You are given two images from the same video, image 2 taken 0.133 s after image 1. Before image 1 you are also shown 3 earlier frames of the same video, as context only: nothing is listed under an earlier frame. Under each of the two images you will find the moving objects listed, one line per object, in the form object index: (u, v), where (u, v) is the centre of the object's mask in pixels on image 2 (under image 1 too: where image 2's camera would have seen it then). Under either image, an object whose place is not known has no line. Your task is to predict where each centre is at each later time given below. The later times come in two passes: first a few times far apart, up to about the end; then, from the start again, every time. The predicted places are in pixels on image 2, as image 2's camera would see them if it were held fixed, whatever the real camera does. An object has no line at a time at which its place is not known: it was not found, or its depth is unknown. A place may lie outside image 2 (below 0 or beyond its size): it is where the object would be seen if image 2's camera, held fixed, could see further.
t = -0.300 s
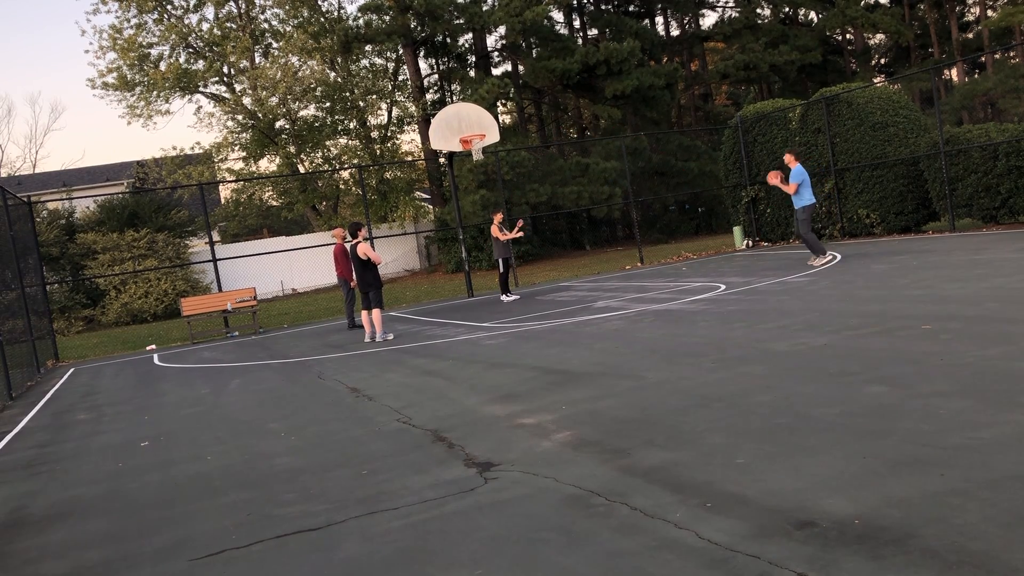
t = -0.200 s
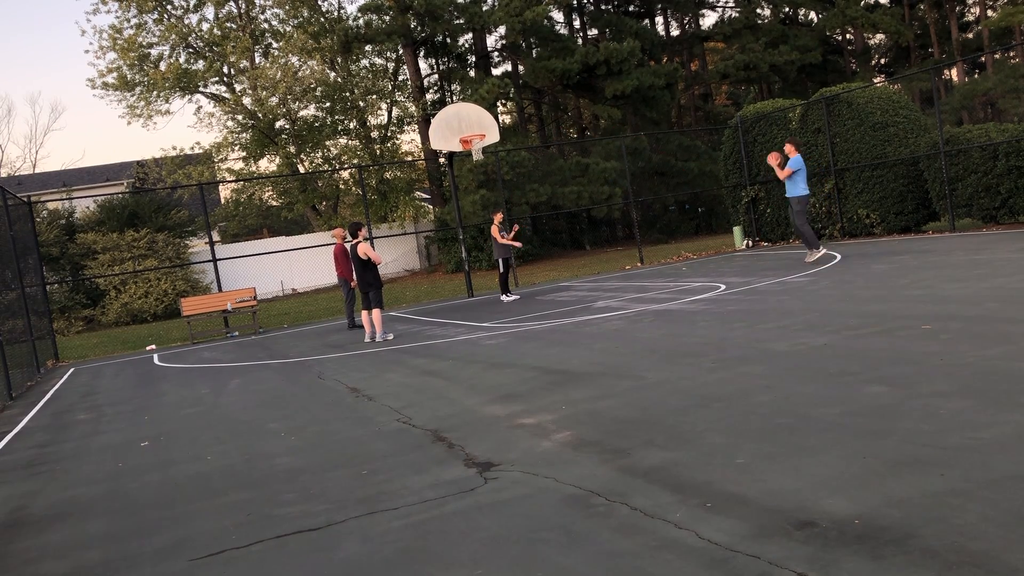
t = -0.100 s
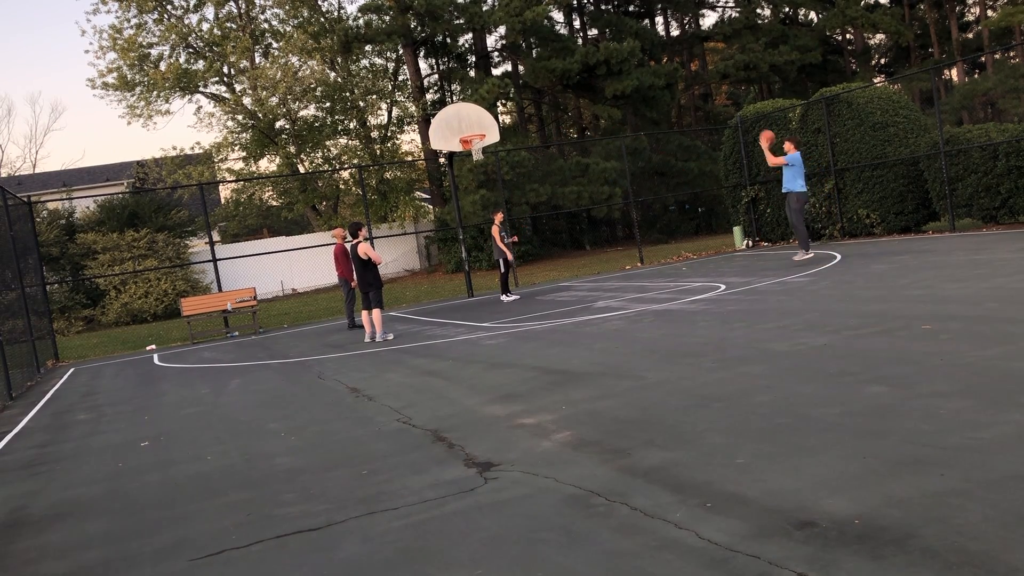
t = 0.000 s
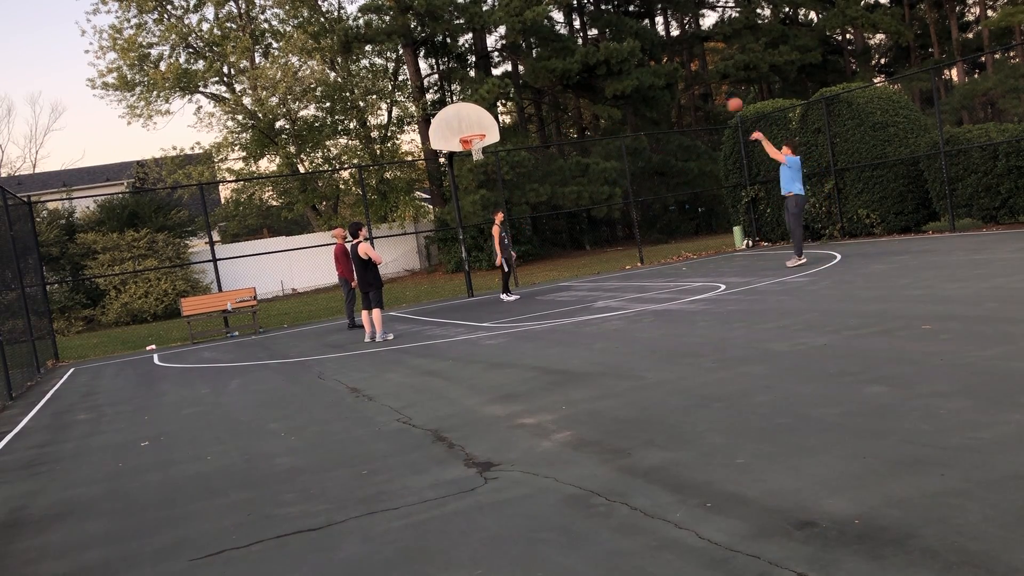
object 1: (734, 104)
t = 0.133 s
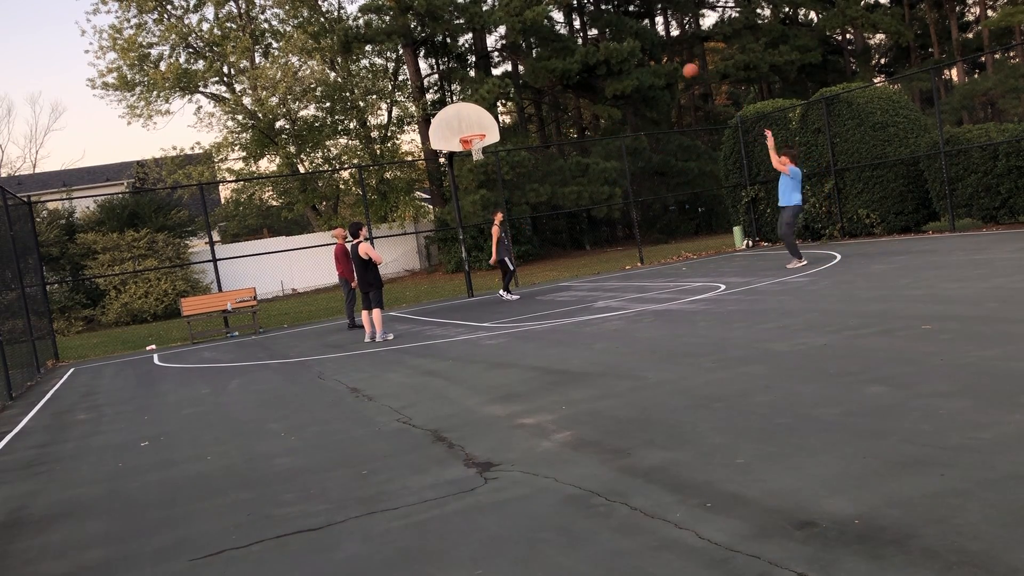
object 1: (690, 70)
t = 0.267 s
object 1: (649, 47)
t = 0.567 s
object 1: (570, 33)
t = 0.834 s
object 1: (514, 62)
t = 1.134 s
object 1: (461, 133)
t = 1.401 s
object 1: (462, 80)
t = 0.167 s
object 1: (679, 63)
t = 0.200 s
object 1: (669, 57)
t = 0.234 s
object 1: (659, 52)
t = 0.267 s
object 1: (649, 47)
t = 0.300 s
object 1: (639, 43)
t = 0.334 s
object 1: (630, 40)
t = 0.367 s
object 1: (621, 36)
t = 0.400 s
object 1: (612, 34)
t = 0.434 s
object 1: (604, 33)
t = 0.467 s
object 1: (595, 32)
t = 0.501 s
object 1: (587, 32)
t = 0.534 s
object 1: (578, 33)
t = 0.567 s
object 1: (570, 33)
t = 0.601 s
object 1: (563, 35)
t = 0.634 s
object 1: (555, 37)
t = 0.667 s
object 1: (547, 40)
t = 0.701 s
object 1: (540, 43)
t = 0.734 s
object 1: (533, 47)
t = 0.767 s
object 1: (526, 52)
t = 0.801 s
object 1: (520, 57)
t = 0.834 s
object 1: (514, 62)
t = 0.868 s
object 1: (507, 68)
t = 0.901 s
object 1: (501, 74)
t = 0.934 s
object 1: (494, 82)
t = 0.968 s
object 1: (488, 89)
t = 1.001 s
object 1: (483, 97)
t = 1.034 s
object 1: (477, 106)
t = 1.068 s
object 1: (472, 116)
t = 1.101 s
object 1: (466, 125)
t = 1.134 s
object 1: (461, 133)
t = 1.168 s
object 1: (461, 125)
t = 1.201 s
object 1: (461, 117)
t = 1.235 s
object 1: (461, 109)
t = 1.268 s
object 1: (461, 102)
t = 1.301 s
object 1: (461, 95)
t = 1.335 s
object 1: (461, 89)
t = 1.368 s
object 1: (461, 84)
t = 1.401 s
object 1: (462, 80)
